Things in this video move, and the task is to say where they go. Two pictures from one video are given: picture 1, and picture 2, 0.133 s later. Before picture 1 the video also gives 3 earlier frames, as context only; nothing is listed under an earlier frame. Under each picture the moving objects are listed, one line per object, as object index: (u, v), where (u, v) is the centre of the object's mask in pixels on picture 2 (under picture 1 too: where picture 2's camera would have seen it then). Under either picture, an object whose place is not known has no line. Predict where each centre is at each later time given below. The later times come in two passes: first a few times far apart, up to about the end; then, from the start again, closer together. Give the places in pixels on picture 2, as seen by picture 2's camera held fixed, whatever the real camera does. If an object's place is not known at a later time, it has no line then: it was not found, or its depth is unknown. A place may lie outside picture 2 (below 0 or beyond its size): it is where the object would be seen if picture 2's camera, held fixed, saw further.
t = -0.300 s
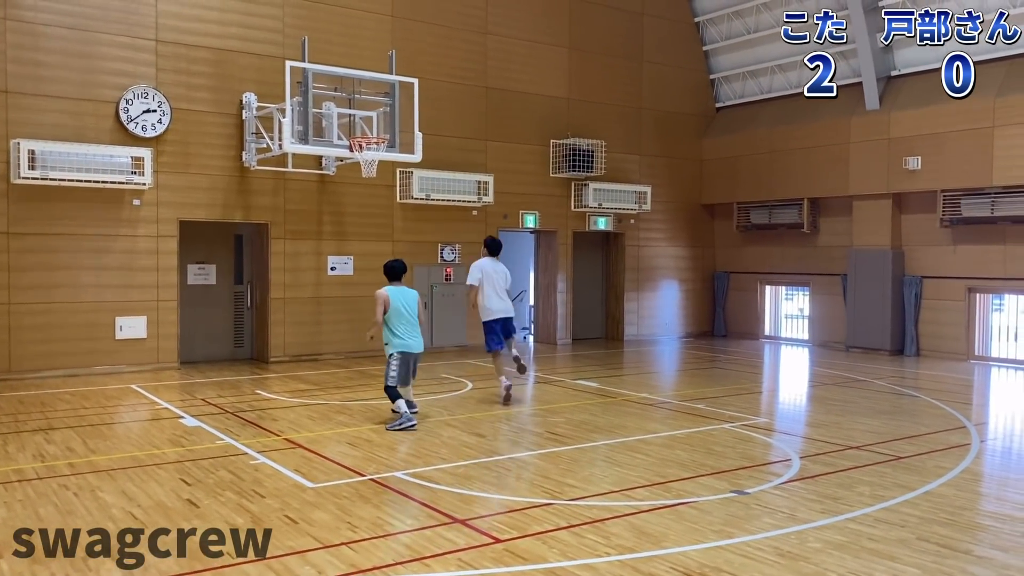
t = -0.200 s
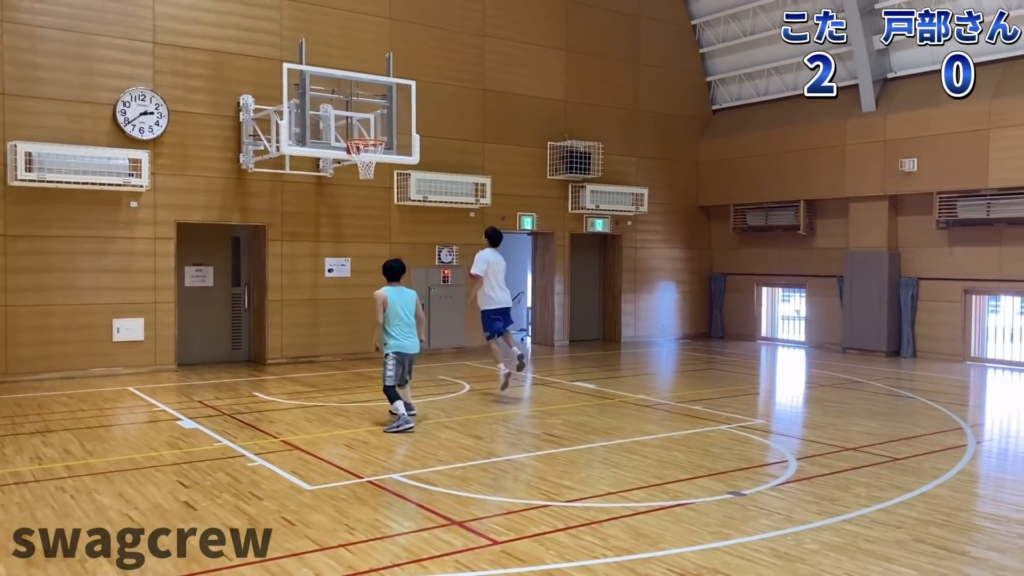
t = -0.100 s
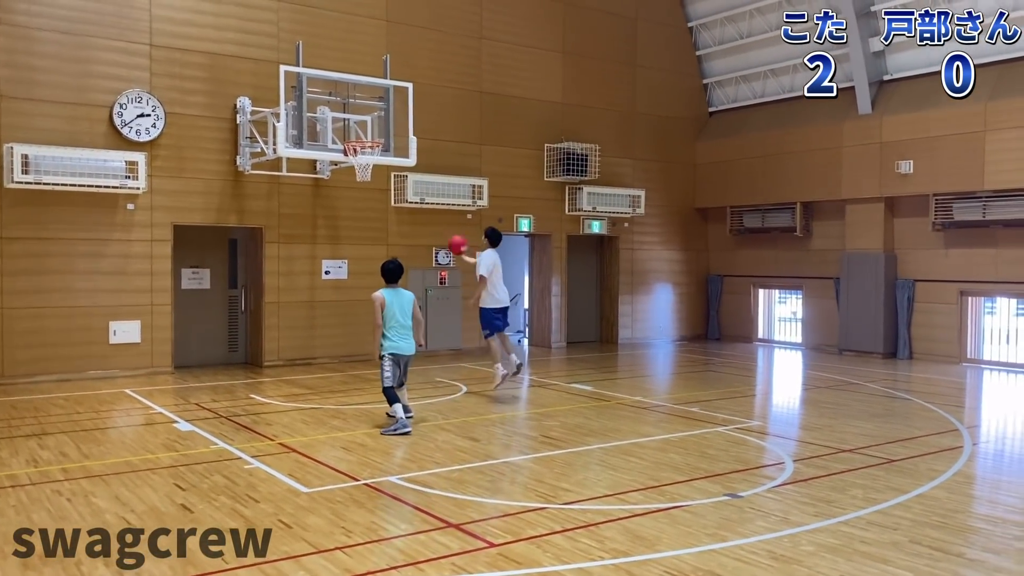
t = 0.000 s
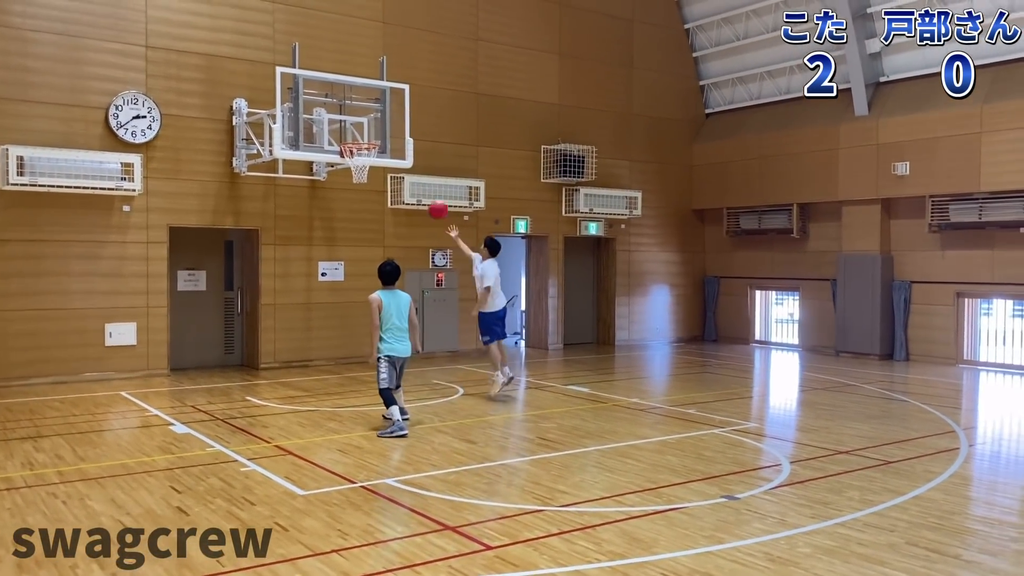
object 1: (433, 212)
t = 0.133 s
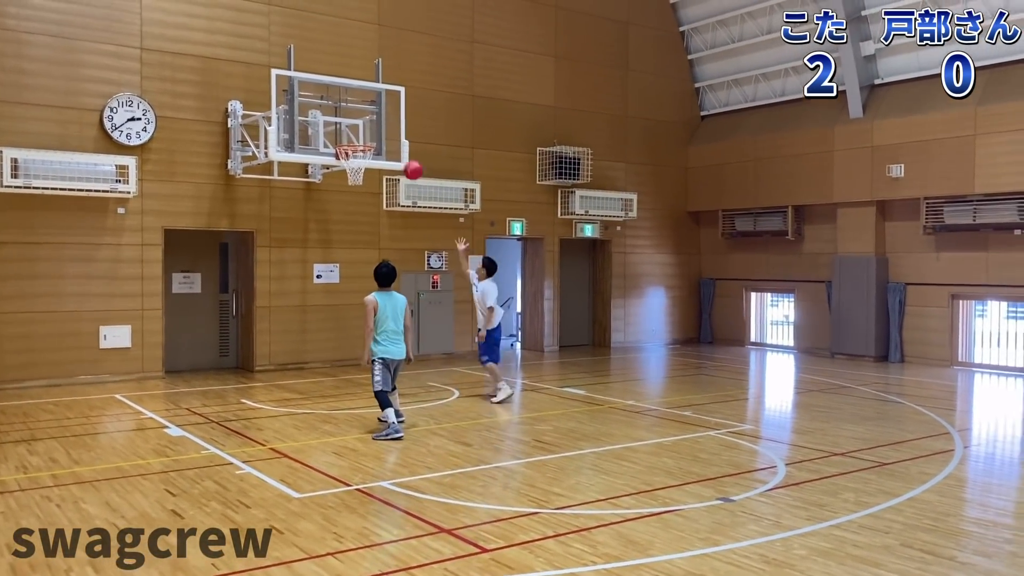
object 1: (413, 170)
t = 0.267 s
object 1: (392, 143)
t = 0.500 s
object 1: (357, 129)
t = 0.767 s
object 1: (334, 136)
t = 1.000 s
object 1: (323, 143)
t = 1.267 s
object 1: (308, 196)
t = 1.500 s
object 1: (294, 291)
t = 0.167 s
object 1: (408, 162)
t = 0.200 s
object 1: (402, 155)
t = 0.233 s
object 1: (397, 148)
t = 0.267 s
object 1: (392, 143)
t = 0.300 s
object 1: (387, 138)
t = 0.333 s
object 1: (382, 134)
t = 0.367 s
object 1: (377, 132)
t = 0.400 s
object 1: (372, 130)
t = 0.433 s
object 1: (367, 129)
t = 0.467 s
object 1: (362, 129)
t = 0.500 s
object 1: (357, 129)
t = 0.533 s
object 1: (352, 131)
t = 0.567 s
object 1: (347, 132)
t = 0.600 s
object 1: (341, 136)
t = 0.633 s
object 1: (338, 137)
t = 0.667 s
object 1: (337, 137)
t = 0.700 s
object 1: (336, 136)
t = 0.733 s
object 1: (335, 136)
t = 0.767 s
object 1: (334, 136)
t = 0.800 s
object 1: (333, 136)
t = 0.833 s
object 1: (332, 136)
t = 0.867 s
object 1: (330, 137)
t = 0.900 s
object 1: (329, 137)
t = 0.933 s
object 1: (327, 138)
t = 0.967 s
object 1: (325, 139)
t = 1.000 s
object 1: (323, 143)
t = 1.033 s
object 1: (321, 146)
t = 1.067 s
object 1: (320, 151)
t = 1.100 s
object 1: (318, 156)
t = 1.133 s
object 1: (316, 162)
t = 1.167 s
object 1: (313, 170)
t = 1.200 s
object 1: (312, 177)
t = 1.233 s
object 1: (310, 186)
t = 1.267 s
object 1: (308, 196)
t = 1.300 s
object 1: (306, 207)
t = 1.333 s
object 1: (303, 219)
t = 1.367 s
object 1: (301, 231)
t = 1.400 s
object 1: (299, 245)
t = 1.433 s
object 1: (297, 260)
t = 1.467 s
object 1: (296, 275)
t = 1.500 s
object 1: (294, 291)
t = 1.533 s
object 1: (292, 309)
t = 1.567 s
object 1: (290, 327)
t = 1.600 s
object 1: (288, 346)
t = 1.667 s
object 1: (285, 386)
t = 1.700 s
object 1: (285, 387)
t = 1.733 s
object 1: (282, 372)
